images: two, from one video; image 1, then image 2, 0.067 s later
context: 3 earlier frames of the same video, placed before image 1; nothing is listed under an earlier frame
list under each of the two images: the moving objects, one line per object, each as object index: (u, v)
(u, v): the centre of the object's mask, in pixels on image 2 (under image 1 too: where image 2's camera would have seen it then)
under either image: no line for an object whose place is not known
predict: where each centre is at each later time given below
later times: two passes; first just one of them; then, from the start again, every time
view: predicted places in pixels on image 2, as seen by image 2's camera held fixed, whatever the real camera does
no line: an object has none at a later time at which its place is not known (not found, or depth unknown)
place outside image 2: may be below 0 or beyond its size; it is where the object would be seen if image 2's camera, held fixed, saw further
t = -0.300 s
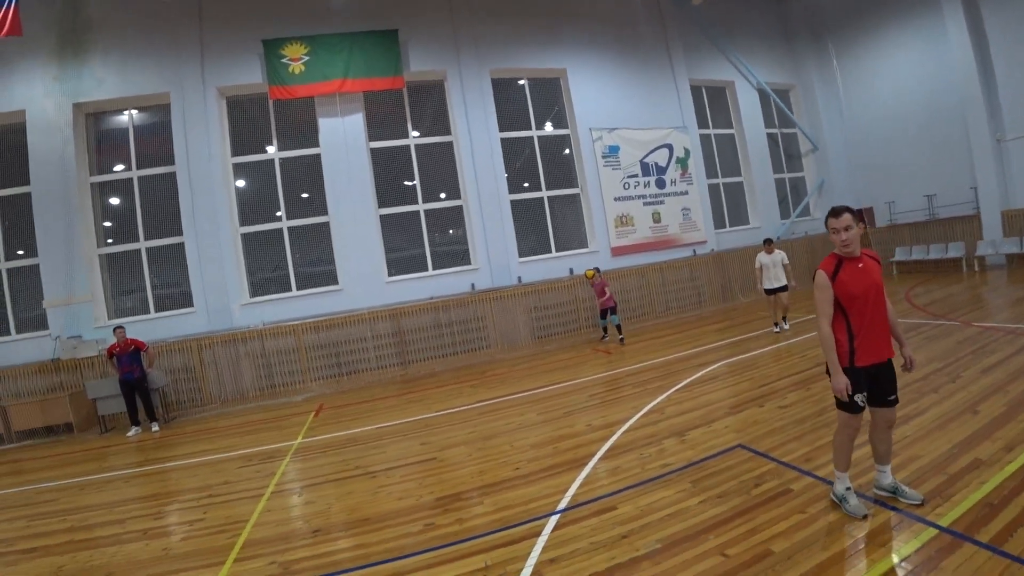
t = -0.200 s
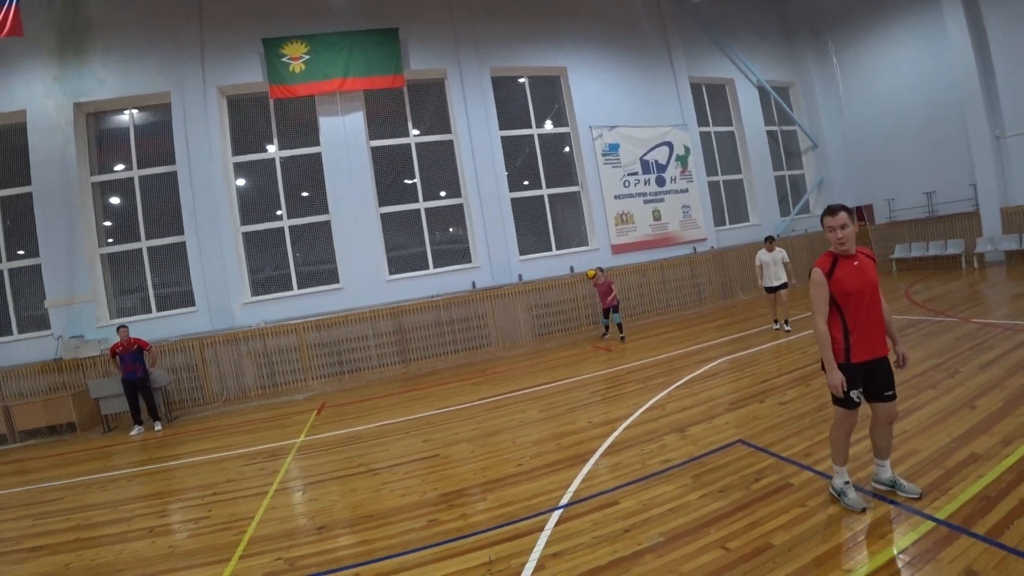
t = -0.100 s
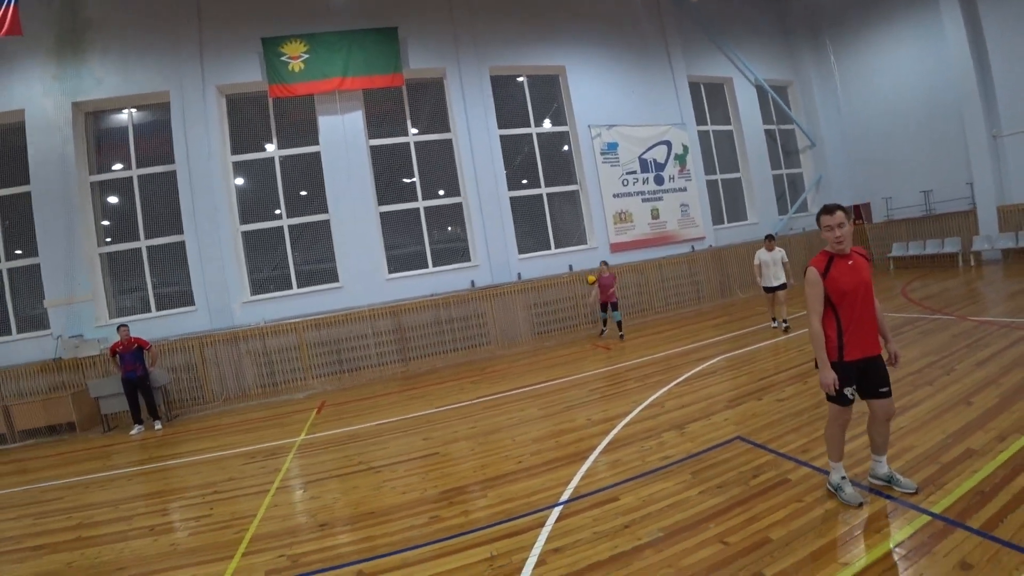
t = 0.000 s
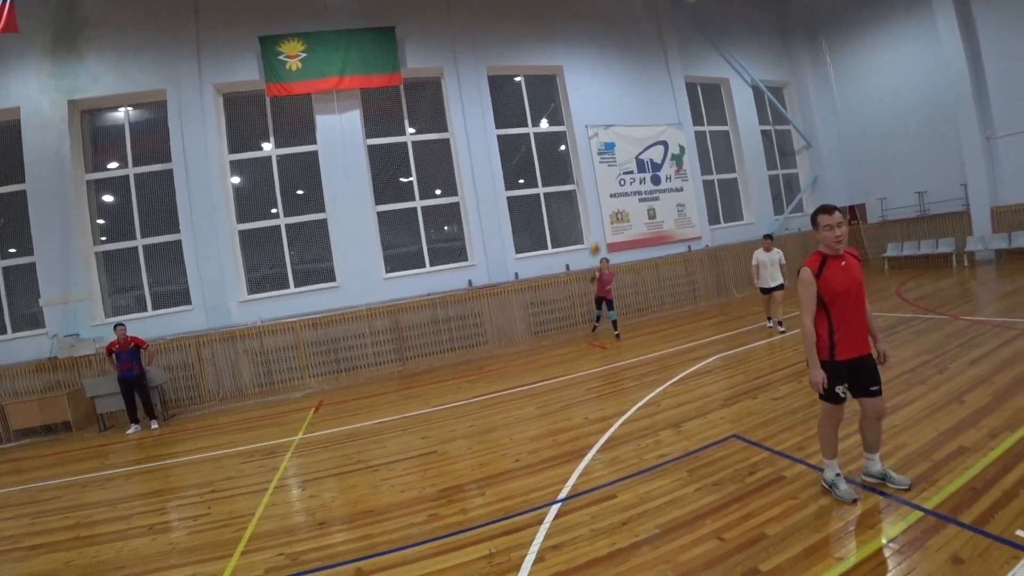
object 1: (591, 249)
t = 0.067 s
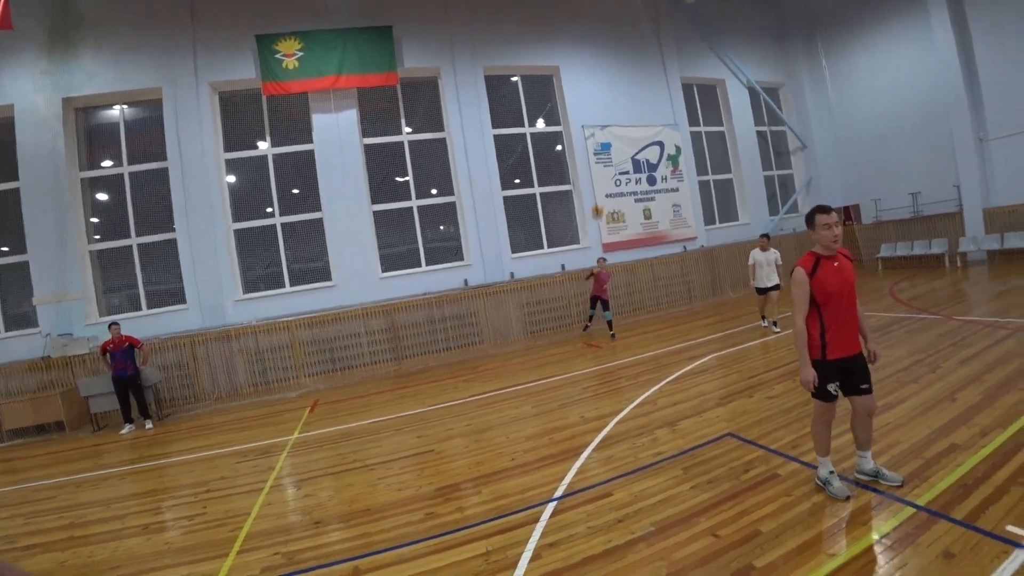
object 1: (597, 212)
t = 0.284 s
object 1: (621, 85)
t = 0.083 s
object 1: (599, 202)
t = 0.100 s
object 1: (602, 192)
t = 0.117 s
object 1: (603, 182)
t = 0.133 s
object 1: (605, 172)
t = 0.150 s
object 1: (606, 162)
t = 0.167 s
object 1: (608, 153)
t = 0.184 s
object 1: (610, 143)
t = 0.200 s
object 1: (611, 134)
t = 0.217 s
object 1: (613, 124)
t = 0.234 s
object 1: (615, 115)
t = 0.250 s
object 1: (618, 105)
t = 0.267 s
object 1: (619, 95)
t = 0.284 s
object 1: (621, 85)
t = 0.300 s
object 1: (624, 77)
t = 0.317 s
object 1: (626, 67)
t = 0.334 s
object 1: (629, 57)
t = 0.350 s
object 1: (632, 47)
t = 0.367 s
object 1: (635, 37)
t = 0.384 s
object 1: (639, 26)
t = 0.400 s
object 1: (643, 15)
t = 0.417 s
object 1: (646, 5)
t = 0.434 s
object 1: (648, -4)
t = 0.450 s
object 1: (652, -13)
